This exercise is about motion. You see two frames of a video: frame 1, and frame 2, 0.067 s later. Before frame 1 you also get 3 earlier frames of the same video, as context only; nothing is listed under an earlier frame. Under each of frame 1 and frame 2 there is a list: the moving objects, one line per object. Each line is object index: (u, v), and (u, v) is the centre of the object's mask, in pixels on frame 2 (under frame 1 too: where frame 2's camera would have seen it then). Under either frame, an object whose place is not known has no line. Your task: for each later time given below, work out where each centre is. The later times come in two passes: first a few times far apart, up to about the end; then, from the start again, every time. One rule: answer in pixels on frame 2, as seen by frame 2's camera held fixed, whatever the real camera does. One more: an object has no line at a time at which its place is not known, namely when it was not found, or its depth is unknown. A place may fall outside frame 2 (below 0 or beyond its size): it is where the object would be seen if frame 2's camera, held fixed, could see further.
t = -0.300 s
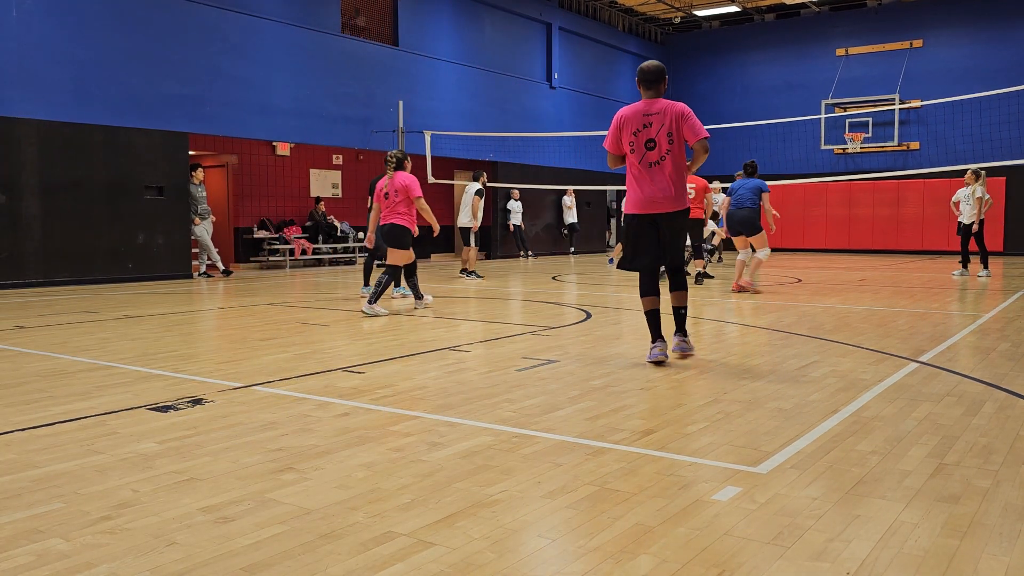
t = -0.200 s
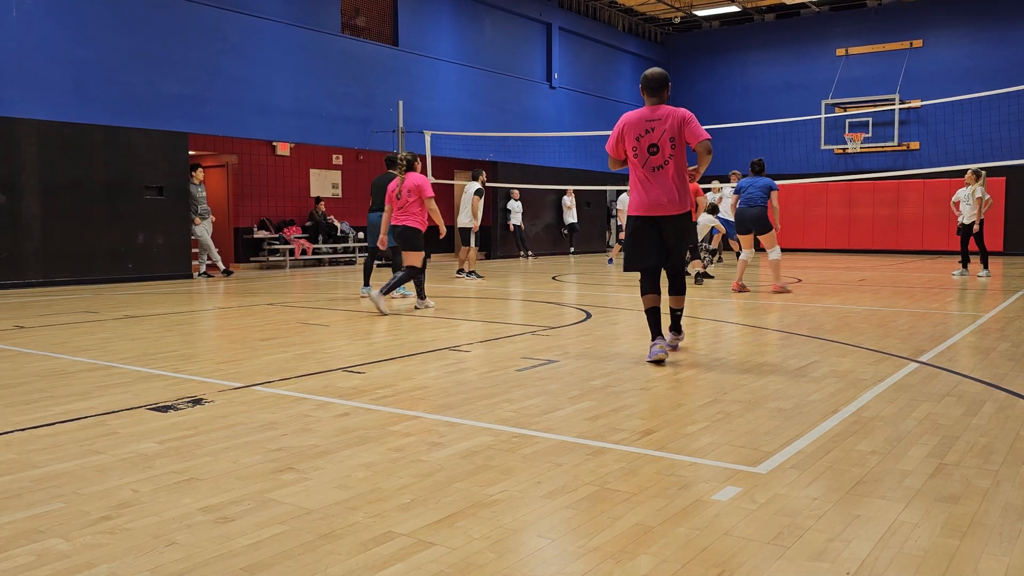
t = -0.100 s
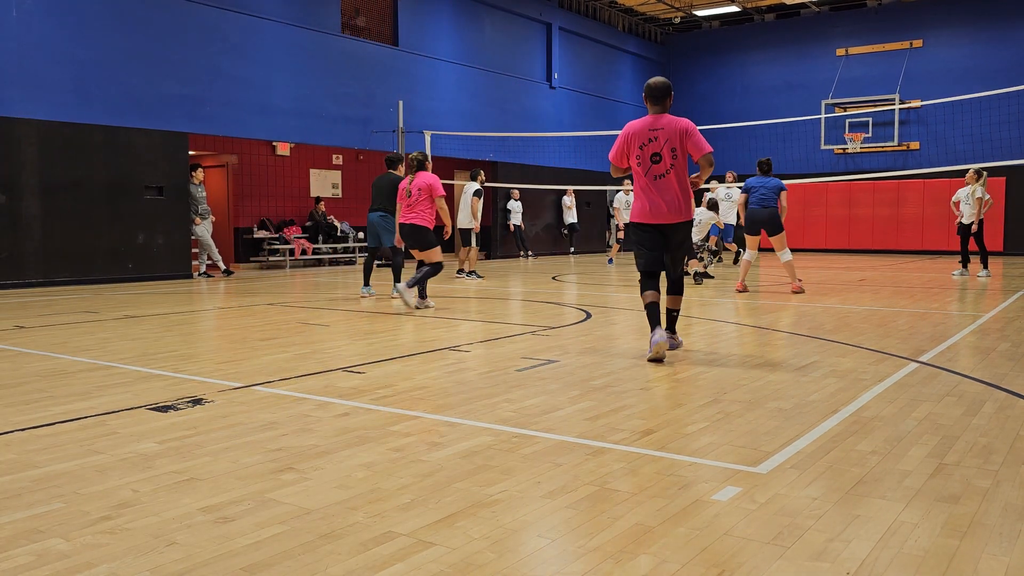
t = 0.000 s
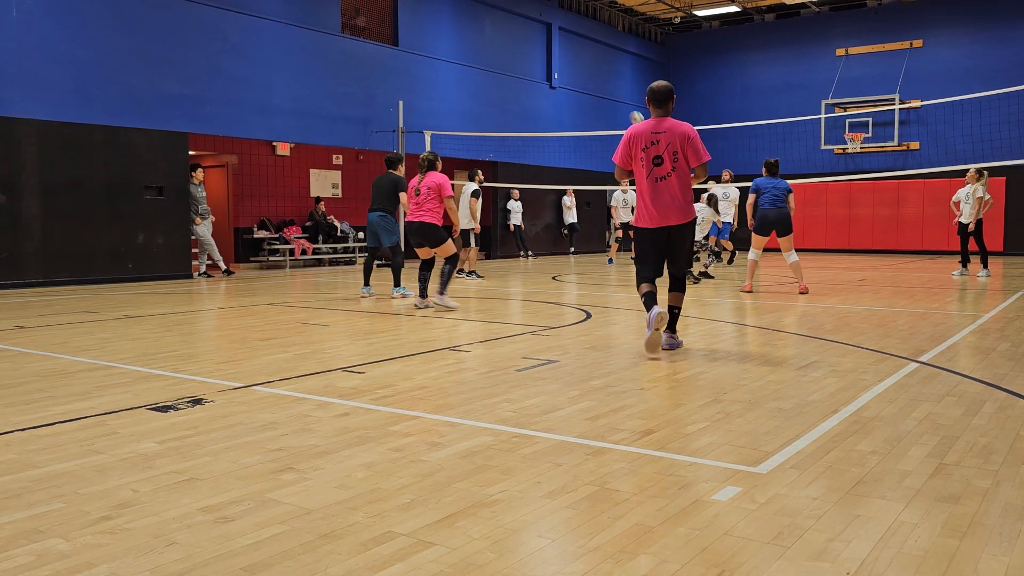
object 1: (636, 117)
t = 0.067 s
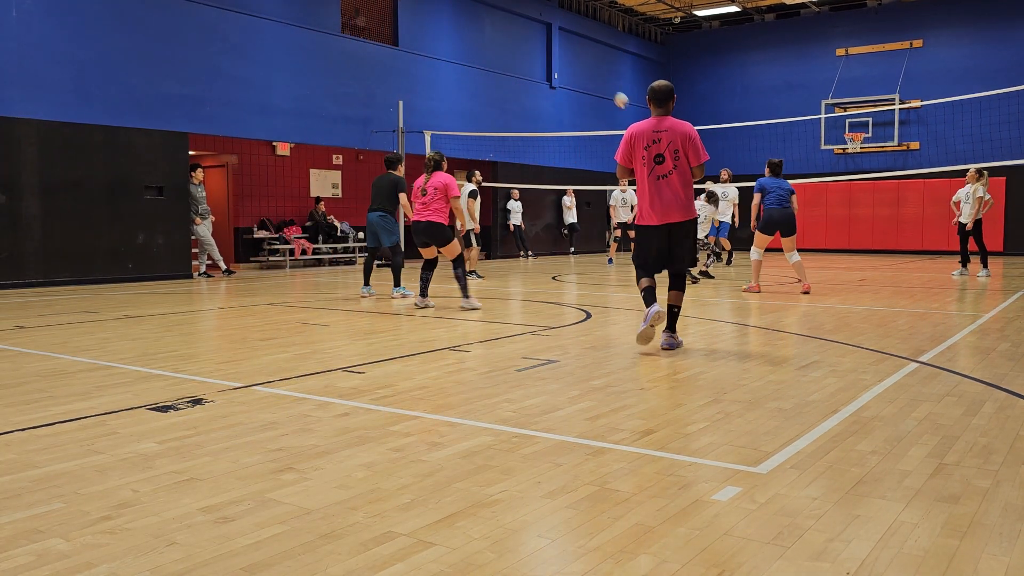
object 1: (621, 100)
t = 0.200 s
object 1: (588, 68)
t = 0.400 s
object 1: (532, 38)
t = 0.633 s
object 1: (458, 35)
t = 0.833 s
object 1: (385, 69)
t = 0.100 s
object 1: (613, 91)
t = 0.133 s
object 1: (605, 83)
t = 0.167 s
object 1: (596, 76)
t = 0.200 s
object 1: (588, 68)
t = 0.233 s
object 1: (579, 62)
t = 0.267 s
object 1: (570, 56)
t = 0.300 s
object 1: (560, 51)
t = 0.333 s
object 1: (551, 46)
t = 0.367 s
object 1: (541, 42)
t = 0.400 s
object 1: (532, 38)
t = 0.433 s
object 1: (522, 35)
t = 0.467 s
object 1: (512, 33)
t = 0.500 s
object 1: (502, 32)
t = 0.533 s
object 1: (491, 31)
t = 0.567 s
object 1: (480, 32)
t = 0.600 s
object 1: (469, 33)
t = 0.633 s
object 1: (458, 35)
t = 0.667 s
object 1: (447, 38)
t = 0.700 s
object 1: (435, 42)
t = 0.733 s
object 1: (423, 47)
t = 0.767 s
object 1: (411, 53)
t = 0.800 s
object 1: (398, 61)
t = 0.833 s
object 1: (385, 69)
